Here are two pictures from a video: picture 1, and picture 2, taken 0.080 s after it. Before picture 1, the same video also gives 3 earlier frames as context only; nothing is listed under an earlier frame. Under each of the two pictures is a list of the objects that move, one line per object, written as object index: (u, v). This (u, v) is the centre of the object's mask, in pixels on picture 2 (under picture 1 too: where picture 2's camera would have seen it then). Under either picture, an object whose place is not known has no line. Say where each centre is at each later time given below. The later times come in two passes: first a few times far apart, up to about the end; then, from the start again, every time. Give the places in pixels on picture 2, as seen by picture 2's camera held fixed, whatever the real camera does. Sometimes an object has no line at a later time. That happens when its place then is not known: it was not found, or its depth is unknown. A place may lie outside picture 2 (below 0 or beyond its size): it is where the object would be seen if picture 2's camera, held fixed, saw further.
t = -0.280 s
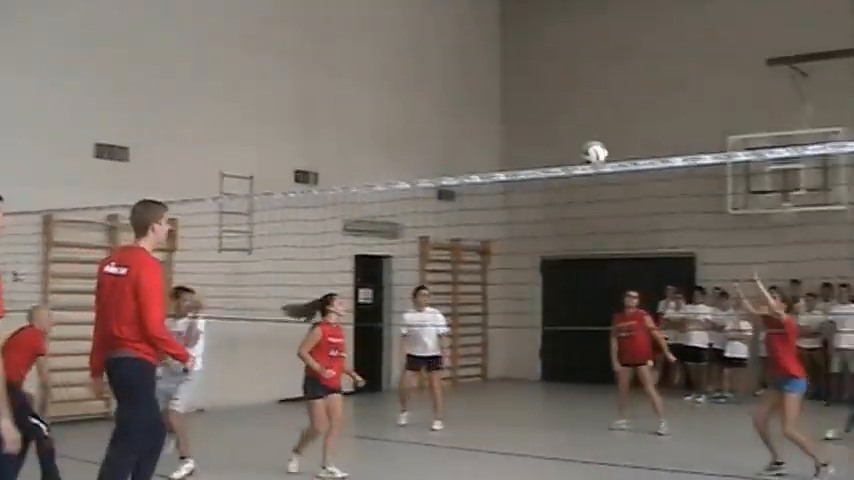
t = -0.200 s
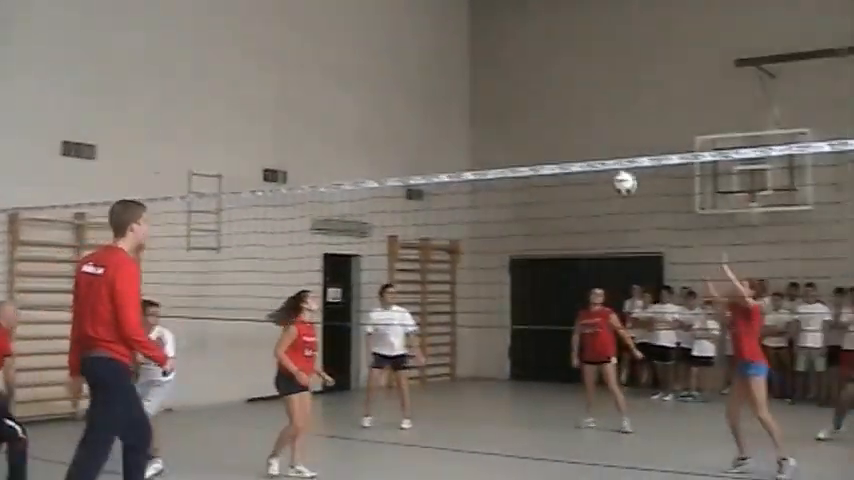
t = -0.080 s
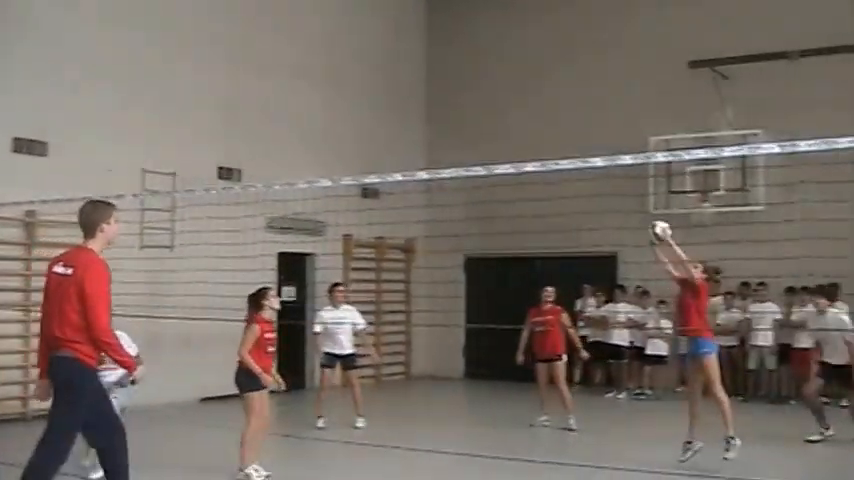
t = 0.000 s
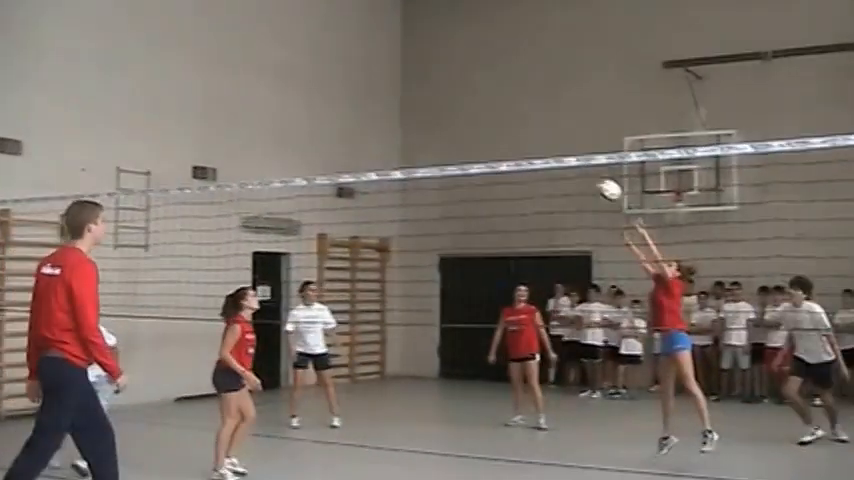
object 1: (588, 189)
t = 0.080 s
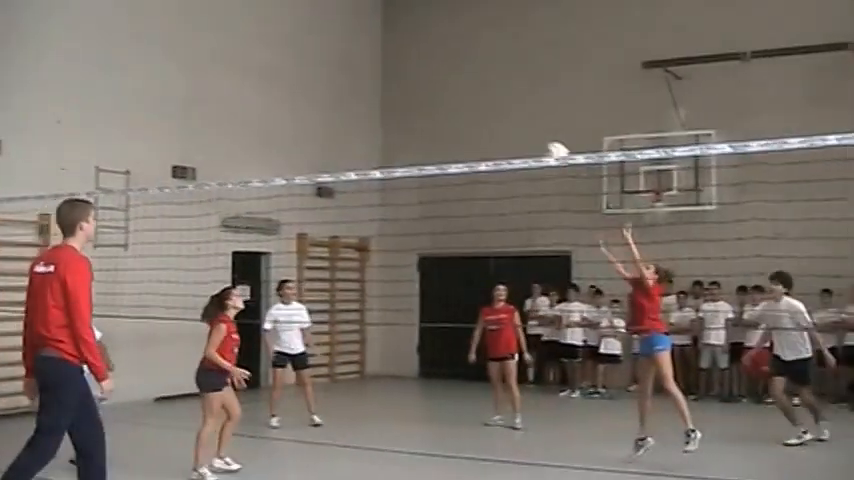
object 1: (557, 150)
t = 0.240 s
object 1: (496, 101)
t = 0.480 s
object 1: (408, 78)
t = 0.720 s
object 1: (322, 116)
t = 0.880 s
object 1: (267, 174)
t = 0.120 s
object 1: (542, 136)
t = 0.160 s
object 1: (526, 122)
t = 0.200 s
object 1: (511, 111)
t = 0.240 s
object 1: (496, 101)
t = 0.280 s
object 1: (481, 93)
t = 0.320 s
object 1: (465, 87)
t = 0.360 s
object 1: (450, 82)
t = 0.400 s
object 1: (436, 79)
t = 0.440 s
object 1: (422, 78)
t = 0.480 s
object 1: (408, 78)
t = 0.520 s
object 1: (393, 80)
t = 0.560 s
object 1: (379, 84)
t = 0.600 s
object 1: (365, 89)
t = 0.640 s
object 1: (351, 97)
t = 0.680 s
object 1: (337, 105)
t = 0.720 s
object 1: (322, 116)
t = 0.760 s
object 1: (308, 129)
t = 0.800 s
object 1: (294, 144)
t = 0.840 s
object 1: (281, 160)
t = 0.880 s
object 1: (267, 174)
